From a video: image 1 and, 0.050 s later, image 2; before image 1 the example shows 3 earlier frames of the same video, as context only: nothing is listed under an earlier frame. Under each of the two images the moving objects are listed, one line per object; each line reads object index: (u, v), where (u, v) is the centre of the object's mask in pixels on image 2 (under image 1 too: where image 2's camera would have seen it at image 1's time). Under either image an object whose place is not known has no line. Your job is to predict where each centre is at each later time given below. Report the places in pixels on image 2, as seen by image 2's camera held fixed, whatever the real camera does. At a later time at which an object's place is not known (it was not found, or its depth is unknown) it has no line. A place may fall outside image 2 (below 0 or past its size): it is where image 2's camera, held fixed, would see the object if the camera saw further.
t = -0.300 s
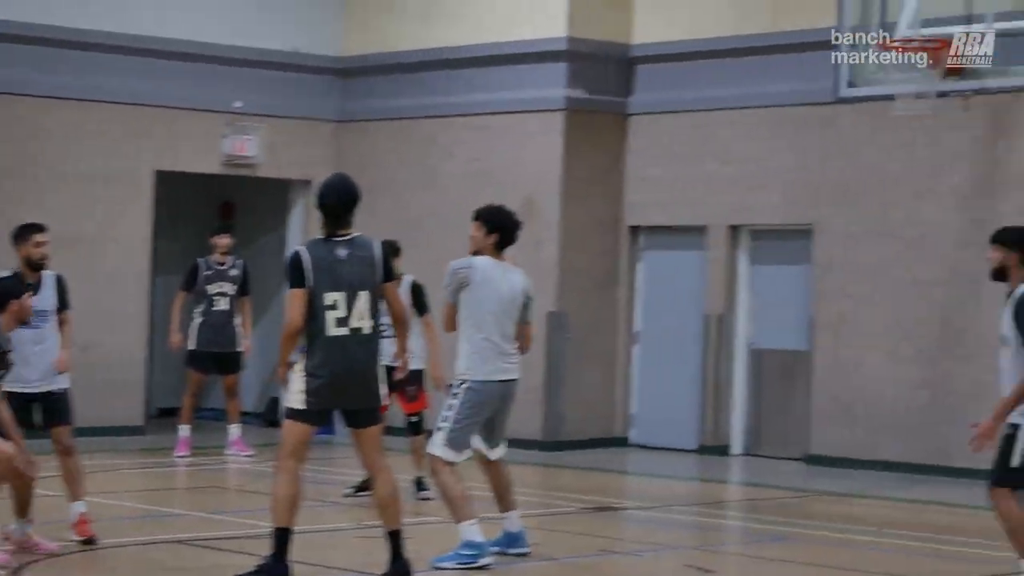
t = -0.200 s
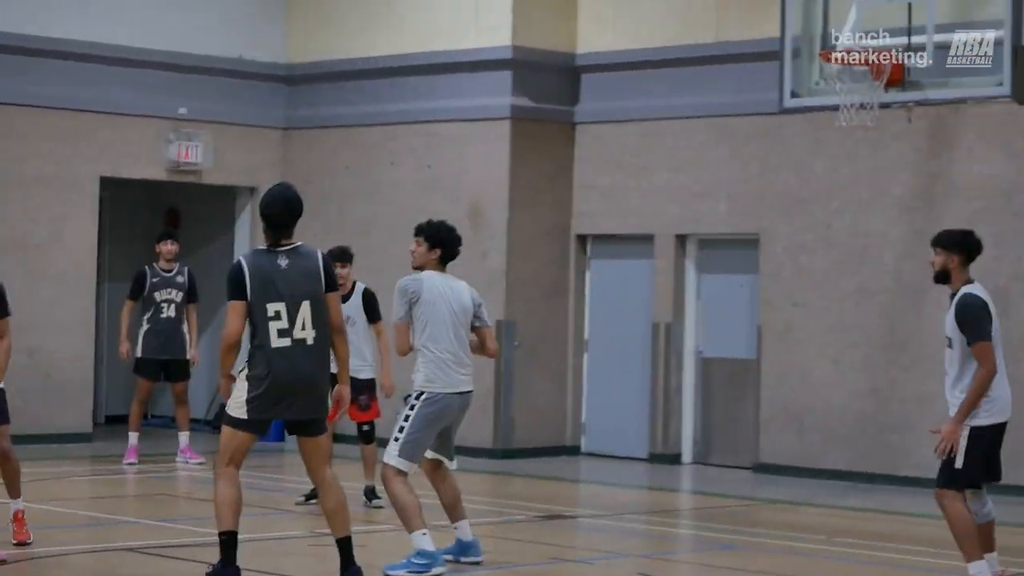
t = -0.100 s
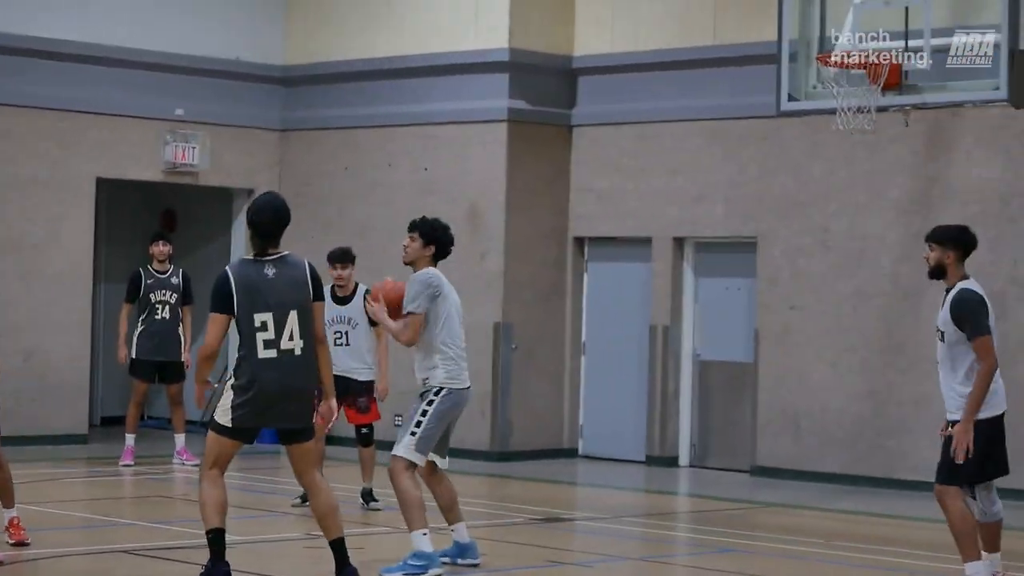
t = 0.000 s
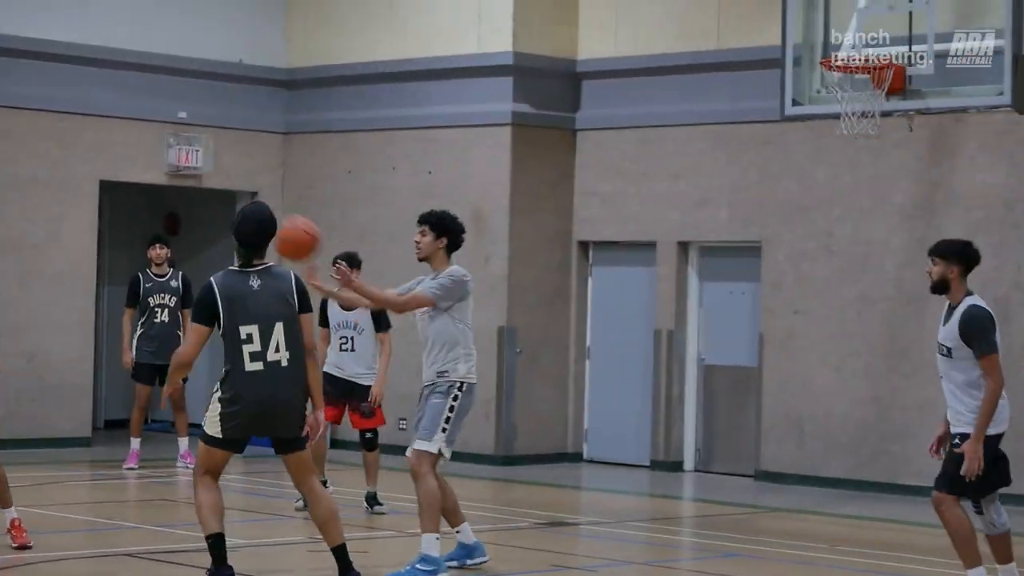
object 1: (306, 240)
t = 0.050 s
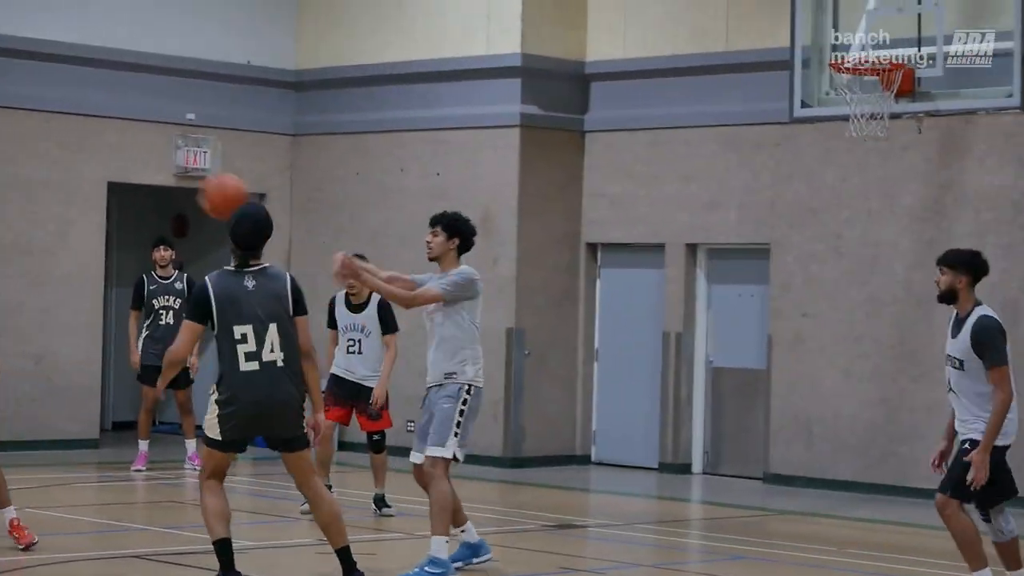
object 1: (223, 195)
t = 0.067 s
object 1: (197, 184)
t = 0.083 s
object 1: (165, 168)
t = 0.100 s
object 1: (137, 154)
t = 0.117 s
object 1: (107, 140)
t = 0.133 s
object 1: (75, 127)
